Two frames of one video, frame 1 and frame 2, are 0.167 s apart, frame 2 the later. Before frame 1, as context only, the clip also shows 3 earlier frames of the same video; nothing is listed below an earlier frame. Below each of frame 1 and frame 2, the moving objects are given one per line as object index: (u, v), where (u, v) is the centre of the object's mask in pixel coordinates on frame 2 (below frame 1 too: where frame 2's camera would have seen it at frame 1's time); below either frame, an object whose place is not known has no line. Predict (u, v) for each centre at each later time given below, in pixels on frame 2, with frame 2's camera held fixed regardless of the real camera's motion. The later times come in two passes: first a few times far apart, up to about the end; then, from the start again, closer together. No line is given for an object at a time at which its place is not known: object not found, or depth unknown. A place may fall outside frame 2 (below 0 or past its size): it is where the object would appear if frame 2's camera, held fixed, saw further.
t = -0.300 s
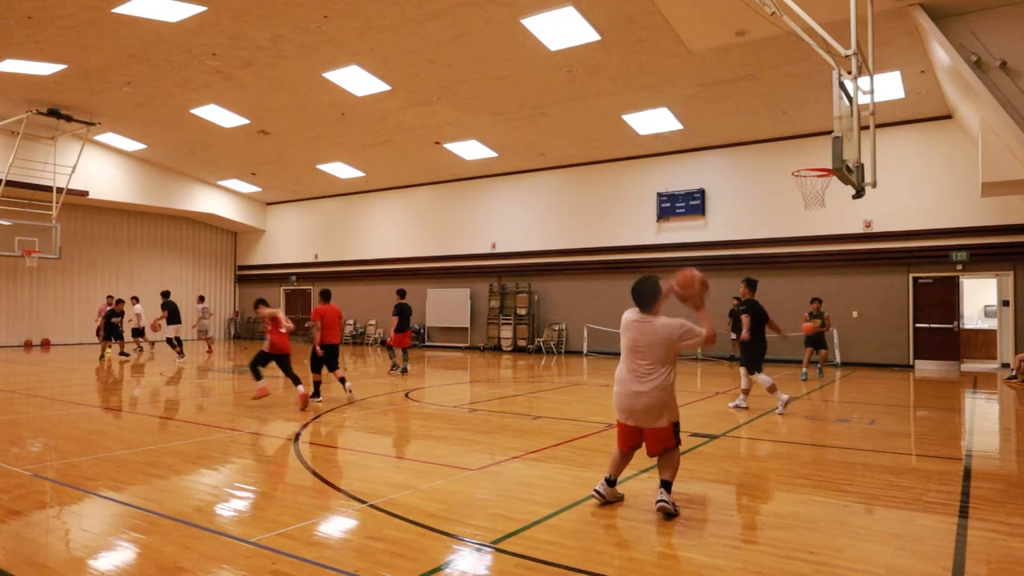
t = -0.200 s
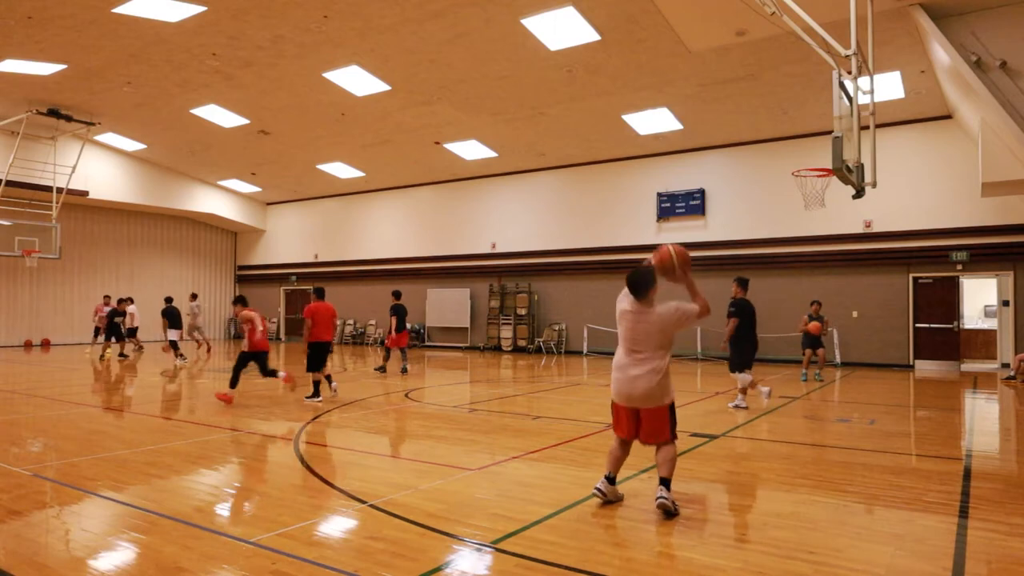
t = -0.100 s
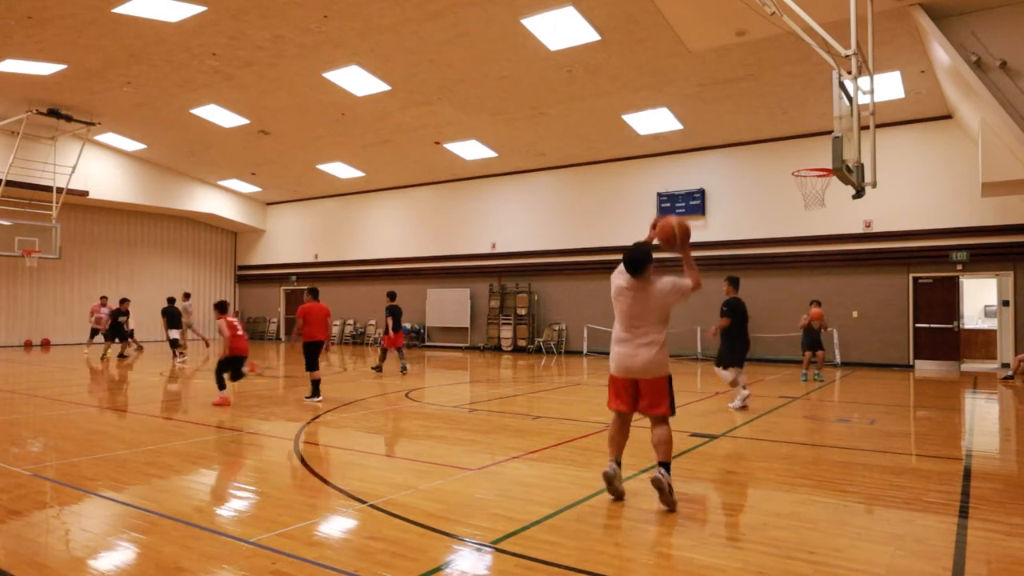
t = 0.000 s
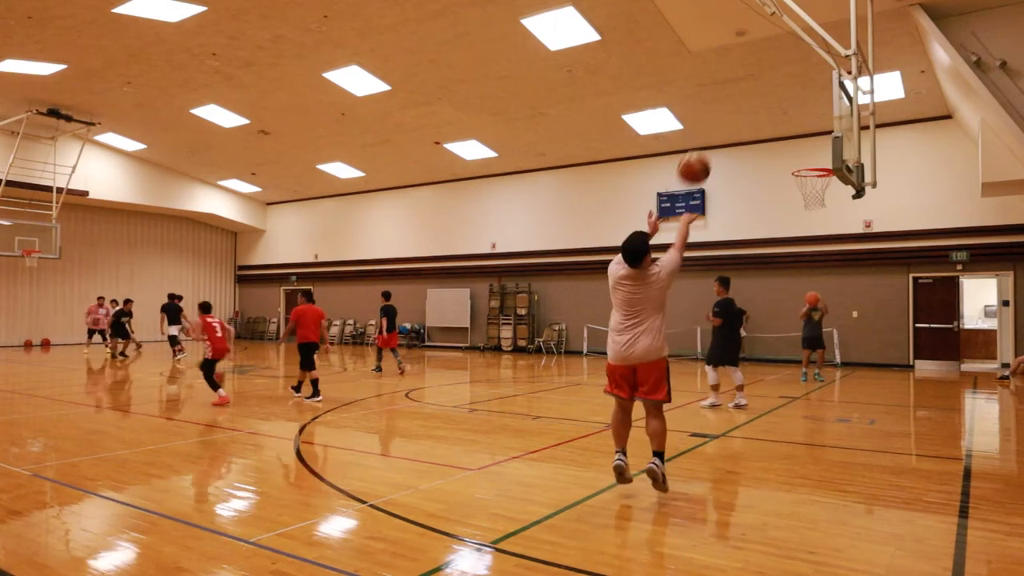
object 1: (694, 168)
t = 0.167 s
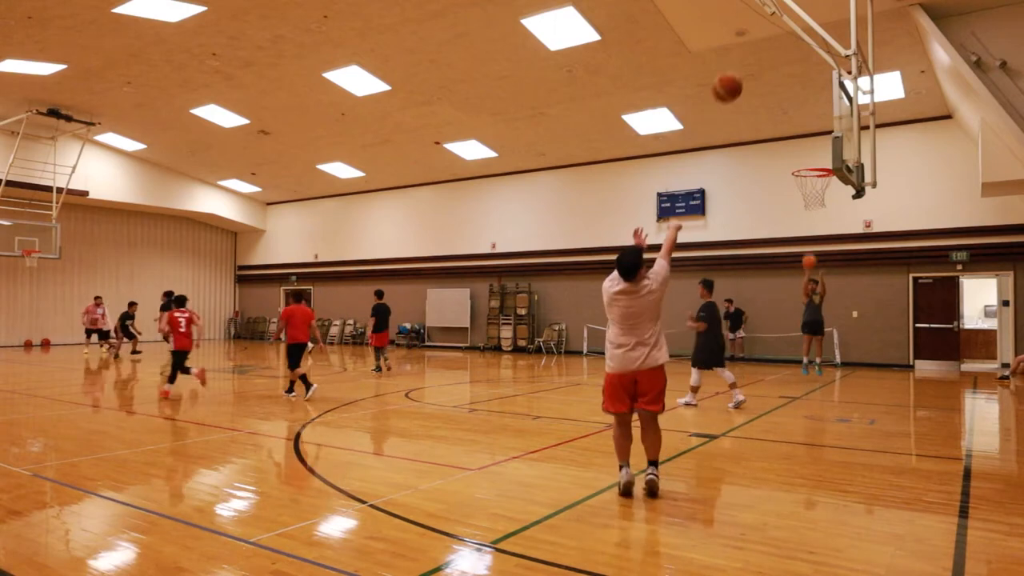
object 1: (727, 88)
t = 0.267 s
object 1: (744, 62)
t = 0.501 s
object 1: (777, 49)
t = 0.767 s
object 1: (806, 96)
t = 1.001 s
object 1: (824, 149)
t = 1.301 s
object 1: (819, 118)
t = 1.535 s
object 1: (804, 148)
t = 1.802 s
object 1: (819, 185)
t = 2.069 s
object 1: (802, 226)
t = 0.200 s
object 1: (733, 77)
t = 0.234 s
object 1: (738, 69)
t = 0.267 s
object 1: (744, 62)
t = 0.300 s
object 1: (749, 56)
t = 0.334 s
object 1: (755, 52)
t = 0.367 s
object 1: (760, 48)
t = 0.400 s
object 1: (764, 47)
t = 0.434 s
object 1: (769, 47)
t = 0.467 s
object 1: (773, 47)
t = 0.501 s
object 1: (777, 49)
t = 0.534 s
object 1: (781, 51)
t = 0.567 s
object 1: (785, 55)
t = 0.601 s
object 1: (789, 60)
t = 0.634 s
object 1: (793, 65)
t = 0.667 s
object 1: (796, 72)
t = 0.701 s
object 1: (800, 79)
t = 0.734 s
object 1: (803, 87)
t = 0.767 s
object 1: (806, 96)
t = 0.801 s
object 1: (810, 105)
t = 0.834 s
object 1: (813, 115)
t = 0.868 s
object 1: (816, 125)
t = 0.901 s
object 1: (819, 136)
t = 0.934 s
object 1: (821, 149)
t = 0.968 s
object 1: (823, 158)
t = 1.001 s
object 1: (824, 149)
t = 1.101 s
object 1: (828, 126)
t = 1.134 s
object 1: (827, 123)
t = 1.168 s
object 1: (826, 121)
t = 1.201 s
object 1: (825, 119)
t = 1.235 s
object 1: (823, 117)
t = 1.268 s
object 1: (822, 117)
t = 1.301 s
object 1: (819, 118)
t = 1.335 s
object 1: (817, 119)
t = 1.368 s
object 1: (815, 122)
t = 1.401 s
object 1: (813, 126)
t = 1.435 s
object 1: (810, 130)
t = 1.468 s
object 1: (808, 135)
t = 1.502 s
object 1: (806, 141)
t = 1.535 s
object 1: (804, 148)
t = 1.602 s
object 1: (800, 163)
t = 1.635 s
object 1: (802, 168)
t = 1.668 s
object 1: (810, 171)
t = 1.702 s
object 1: (819, 176)
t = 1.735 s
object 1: (823, 179)
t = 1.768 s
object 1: (821, 182)
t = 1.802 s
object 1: (819, 185)
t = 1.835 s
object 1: (816, 190)
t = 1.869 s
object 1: (814, 194)
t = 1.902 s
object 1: (812, 198)
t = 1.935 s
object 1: (810, 201)
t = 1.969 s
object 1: (808, 207)
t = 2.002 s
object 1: (805, 212)
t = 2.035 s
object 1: (804, 219)
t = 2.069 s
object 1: (802, 226)
